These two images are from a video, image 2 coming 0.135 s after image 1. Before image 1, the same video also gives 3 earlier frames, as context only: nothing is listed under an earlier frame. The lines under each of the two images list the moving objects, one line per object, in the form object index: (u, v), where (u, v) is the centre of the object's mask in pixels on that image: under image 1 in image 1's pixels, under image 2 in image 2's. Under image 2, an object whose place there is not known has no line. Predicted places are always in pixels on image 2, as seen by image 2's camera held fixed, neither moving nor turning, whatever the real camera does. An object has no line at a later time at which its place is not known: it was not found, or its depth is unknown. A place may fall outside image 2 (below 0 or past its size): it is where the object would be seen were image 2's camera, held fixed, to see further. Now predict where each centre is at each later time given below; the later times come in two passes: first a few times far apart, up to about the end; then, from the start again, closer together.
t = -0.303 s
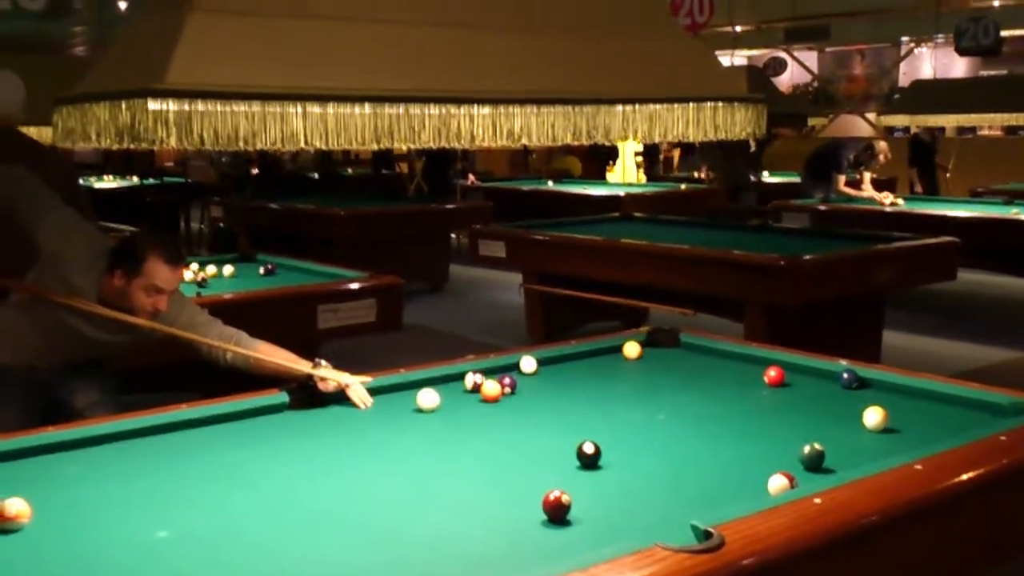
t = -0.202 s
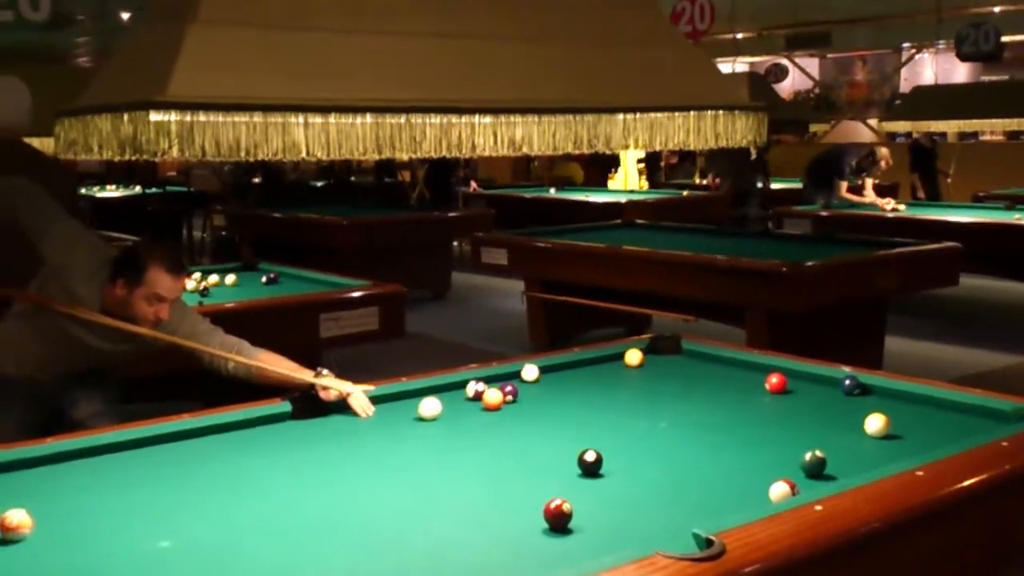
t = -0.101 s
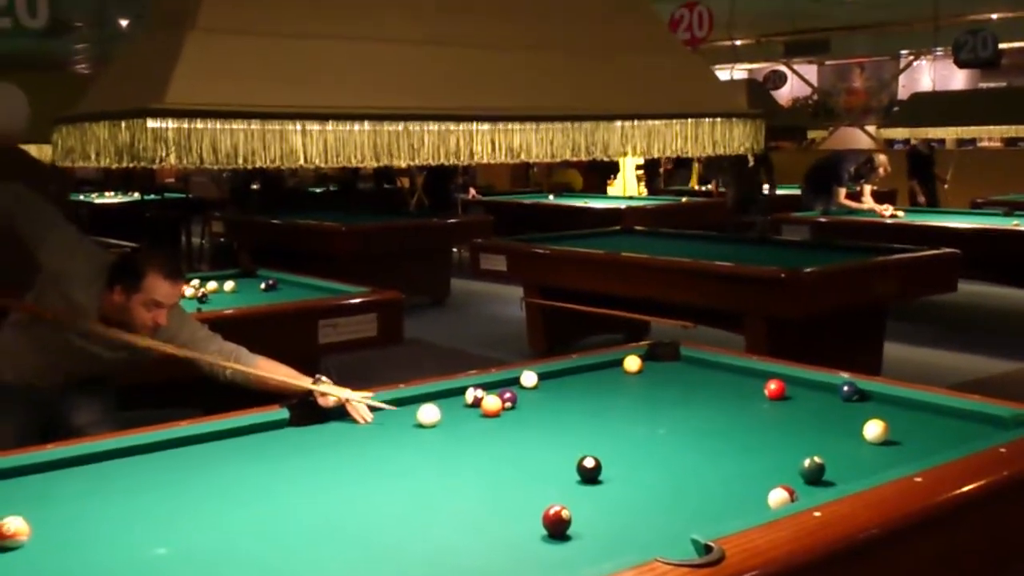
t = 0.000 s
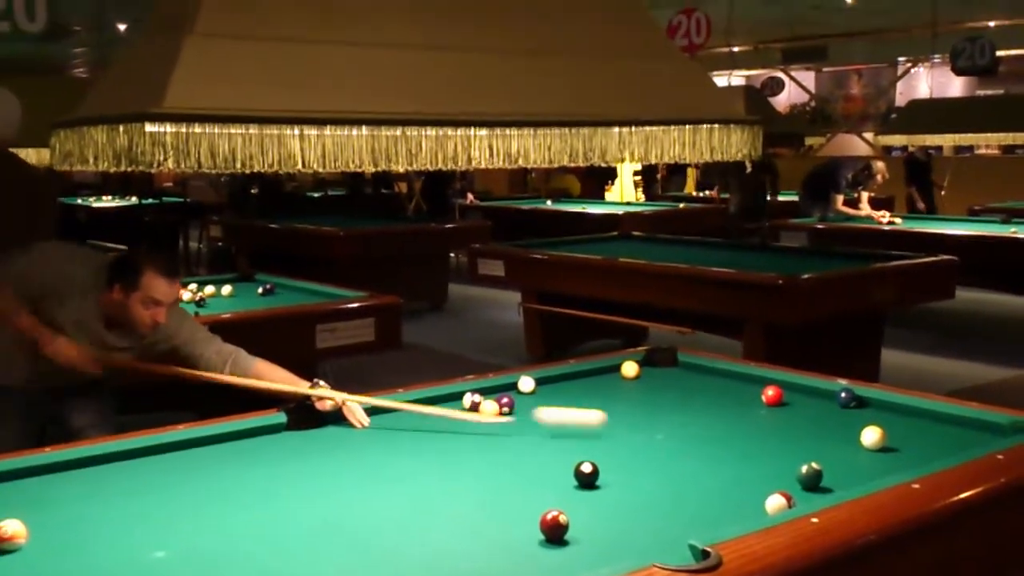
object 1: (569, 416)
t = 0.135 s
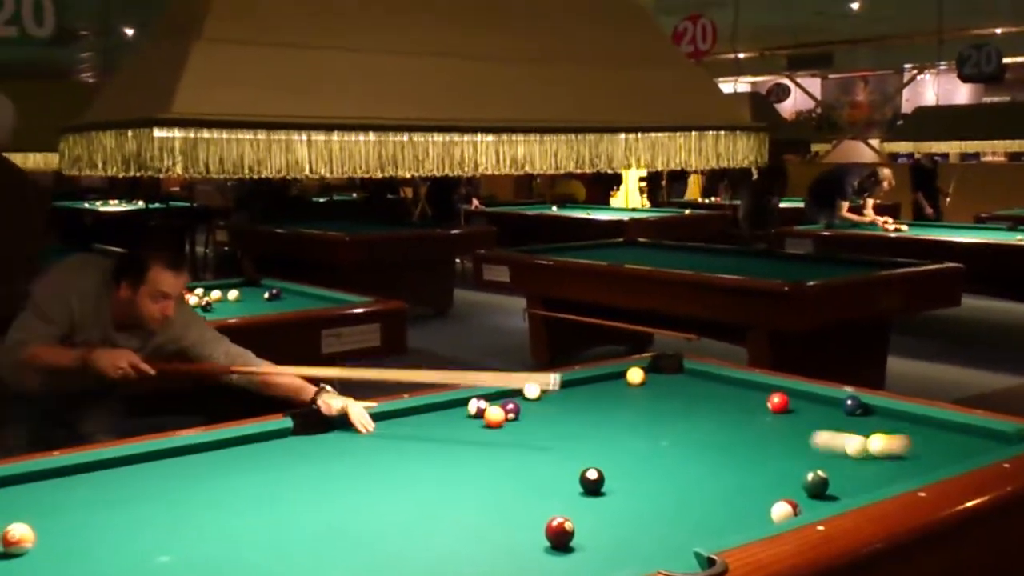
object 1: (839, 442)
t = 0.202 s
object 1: (873, 454)
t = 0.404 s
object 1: (907, 470)
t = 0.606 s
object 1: (841, 469)
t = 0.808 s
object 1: (776, 466)
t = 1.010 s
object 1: (716, 462)
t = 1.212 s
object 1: (659, 459)
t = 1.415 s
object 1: (606, 456)
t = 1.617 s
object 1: (552, 454)
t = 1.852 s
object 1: (496, 450)
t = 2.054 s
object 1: (450, 448)
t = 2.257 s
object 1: (407, 446)
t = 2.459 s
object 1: (366, 443)
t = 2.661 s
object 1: (326, 441)
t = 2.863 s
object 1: (289, 439)
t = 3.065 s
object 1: (255, 438)
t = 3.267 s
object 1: (248, 443)
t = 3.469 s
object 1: (242, 448)
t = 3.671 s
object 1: (235, 454)
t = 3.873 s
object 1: (230, 459)
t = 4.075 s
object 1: (224, 464)
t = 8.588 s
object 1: (184, 495)
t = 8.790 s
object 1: (183, 496)
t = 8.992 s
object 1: (184, 495)
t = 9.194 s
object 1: (185, 493)
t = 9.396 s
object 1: (185, 493)
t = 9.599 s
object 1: (184, 494)
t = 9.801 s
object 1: (185, 493)
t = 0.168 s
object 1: (864, 449)
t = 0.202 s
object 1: (873, 454)
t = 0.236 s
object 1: (883, 458)
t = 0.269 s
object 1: (892, 462)
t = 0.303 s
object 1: (901, 465)
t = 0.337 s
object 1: (911, 468)
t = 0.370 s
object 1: (918, 470)
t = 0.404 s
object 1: (907, 470)
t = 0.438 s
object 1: (895, 470)
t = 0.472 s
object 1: (885, 471)
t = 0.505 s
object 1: (874, 471)
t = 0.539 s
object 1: (863, 471)
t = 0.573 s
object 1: (852, 470)
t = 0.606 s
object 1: (841, 469)
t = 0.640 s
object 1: (832, 468)
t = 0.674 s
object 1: (820, 466)
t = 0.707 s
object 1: (806, 465)
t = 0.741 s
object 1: (797, 466)
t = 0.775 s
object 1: (787, 466)
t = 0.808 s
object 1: (776, 466)
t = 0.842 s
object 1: (766, 465)
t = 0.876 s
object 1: (757, 464)
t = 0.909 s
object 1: (746, 464)
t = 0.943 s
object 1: (736, 463)
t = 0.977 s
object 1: (726, 462)
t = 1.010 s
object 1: (716, 462)
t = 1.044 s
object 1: (707, 462)
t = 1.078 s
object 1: (697, 461)
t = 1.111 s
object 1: (687, 461)
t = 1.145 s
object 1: (678, 460)
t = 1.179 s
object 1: (668, 460)
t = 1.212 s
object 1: (659, 459)
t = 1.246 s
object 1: (650, 459)
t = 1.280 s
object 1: (640, 458)
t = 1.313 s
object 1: (632, 458)
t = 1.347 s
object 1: (622, 457)
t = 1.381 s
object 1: (613, 457)
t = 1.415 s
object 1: (606, 456)
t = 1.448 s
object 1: (596, 456)
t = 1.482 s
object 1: (587, 455)
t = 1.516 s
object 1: (578, 455)
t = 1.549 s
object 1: (570, 455)
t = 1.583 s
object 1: (561, 454)
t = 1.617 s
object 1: (552, 454)
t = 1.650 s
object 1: (544, 454)
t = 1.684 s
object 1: (536, 453)
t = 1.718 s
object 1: (528, 452)
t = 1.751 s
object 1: (520, 452)
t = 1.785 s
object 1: (512, 451)
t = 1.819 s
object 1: (503, 451)
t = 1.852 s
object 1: (496, 450)
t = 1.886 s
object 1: (488, 450)
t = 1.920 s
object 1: (480, 449)
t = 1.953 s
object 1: (473, 449)
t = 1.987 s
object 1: (465, 449)
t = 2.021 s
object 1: (457, 448)
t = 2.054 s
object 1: (450, 448)
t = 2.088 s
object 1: (442, 448)
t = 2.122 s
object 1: (435, 447)
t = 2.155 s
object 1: (428, 447)
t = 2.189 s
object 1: (421, 446)
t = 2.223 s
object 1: (413, 446)
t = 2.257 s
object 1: (407, 446)
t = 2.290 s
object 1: (400, 446)
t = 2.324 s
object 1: (393, 445)
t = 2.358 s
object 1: (385, 445)
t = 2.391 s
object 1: (379, 444)
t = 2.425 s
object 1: (372, 444)
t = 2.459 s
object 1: (366, 443)
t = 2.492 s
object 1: (359, 443)
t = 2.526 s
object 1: (352, 443)
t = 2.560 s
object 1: (346, 442)
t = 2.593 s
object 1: (339, 442)
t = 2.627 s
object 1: (333, 441)
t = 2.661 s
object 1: (326, 441)
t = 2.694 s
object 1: (320, 441)
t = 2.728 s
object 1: (313, 441)
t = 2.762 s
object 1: (307, 441)
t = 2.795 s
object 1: (301, 440)
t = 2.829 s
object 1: (295, 439)
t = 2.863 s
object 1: (289, 439)
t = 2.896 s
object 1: (283, 439)
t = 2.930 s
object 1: (277, 438)
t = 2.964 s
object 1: (271, 438)
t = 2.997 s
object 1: (265, 438)
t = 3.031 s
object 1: (259, 437)
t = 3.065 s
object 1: (255, 438)
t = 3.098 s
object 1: (253, 438)
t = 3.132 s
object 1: (252, 439)
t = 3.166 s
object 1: (251, 440)
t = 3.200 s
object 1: (250, 441)
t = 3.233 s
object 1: (249, 442)
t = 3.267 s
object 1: (248, 443)
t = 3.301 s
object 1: (247, 444)
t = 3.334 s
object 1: (246, 445)
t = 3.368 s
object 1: (245, 445)
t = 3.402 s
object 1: (244, 447)
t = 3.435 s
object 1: (243, 448)
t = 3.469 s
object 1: (242, 448)
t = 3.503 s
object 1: (241, 450)
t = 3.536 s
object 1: (240, 450)
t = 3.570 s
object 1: (238, 452)
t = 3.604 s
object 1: (238, 452)
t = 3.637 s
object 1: (237, 453)
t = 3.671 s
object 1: (235, 454)
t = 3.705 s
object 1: (235, 455)
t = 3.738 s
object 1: (234, 456)
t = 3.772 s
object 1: (233, 457)
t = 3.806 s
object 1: (231, 457)
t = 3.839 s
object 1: (230, 458)
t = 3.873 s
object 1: (230, 459)
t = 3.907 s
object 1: (229, 460)
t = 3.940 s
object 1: (228, 461)
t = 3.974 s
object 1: (226, 462)
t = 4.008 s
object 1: (226, 462)
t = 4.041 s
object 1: (225, 463)
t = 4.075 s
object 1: (224, 464)
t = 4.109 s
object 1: (223, 464)
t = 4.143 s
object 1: (222, 465)
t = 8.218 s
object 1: (185, 494)
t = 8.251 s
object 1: (185, 494)
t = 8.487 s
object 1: (184, 495)
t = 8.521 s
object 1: (184, 495)
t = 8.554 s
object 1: (184, 495)
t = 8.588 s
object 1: (184, 495)
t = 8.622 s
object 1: (184, 495)
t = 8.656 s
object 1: (184, 496)
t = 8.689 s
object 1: (183, 496)
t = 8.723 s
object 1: (183, 496)
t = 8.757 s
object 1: (183, 496)
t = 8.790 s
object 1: (183, 496)
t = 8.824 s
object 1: (182, 496)
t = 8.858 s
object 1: (182, 495)
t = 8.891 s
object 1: (183, 496)
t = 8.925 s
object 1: (183, 496)
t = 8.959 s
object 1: (184, 495)
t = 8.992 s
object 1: (184, 495)
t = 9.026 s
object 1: (184, 495)
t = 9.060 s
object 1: (184, 495)
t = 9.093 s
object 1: (184, 495)
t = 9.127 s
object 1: (184, 494)
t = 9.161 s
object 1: (184, 494)
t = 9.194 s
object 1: (185, 493)
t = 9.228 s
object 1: (185, 494)
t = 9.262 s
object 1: (184, 494)
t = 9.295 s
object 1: (185, 493)
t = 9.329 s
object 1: (185, 493)
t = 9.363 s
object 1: (185, 493)
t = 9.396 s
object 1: (185, 493)
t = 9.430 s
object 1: (185, 494)
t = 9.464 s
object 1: (185, 494)
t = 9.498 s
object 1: (185, 494)
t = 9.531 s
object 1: (185, 494)
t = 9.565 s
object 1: (185, 493)
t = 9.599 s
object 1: (184, 494)
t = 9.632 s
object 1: (184, 494)
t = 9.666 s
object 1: (185, 494)
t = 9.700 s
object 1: (184, 493)
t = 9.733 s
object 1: (185, 492)
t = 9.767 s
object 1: (185, 492)
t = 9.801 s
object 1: (185, 493)
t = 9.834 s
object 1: (185, 493)
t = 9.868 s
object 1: (184, 493)
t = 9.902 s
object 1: (184, 493)
